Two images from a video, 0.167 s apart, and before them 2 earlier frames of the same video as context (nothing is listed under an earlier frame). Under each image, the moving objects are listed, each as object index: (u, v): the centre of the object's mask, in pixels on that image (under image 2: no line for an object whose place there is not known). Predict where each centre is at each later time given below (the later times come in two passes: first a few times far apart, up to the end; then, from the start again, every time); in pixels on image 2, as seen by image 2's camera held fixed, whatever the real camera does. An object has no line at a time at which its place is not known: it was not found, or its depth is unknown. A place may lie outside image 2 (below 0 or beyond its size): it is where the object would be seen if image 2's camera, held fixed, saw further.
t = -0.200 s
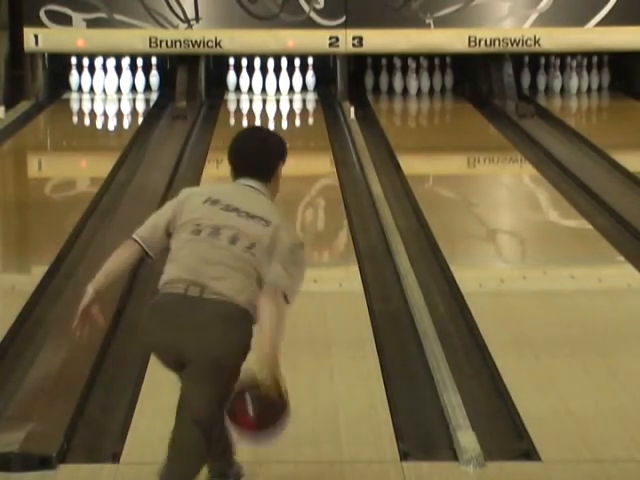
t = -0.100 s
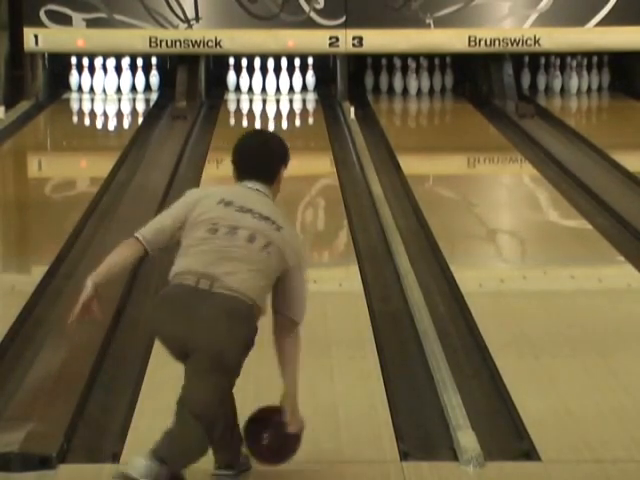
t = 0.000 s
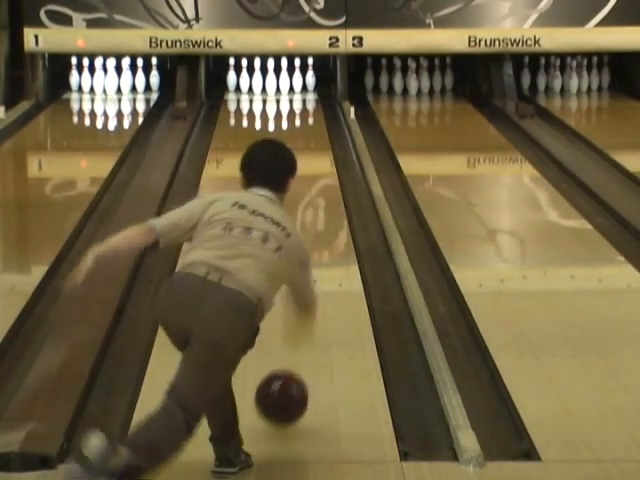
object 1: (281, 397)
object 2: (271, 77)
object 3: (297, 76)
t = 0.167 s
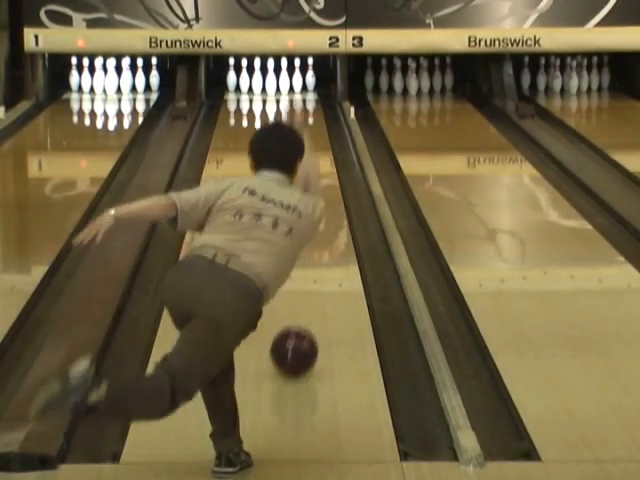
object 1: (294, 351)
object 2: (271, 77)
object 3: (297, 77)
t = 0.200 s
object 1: (296, 341)
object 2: (271, 77)
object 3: (297, 74)
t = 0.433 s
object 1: (308, 283)
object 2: (271, 77)
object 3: (297, 76)
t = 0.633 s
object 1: (317, 250)
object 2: (271, 77)
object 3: (297, 77)
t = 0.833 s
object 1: (332, 215)
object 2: (271, 77)
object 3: (297, 77)
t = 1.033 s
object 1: (326, 192)
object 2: (271, 73)
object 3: (297, 76)
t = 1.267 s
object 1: (326, 167)
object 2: (271, 78)
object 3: (297, 77)
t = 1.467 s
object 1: (326, 150)
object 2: (271, 78)
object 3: (297, 77)
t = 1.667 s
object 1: (322, 136)
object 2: (271, 78)
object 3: (297, 77)
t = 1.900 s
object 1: (318, 121)
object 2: (271, 78)
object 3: (297, 77)
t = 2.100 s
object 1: (310, 110)
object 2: (271, 78)
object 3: (297, 77)
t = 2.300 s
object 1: (298, 102)
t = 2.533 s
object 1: (286, 94)
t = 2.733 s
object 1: (278, 88)
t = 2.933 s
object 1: (278, 83)
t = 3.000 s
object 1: (278, 83)
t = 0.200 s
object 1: (296, 341)
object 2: (271, 77)
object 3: (297, 74)
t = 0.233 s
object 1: (298, 332)
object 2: (271, 77)
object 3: (297, 69)
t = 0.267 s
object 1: (300, 323)
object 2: (271, 77)
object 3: (295, 70)
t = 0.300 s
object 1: (302, 315)
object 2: (271, 77)
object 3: (296, 75)
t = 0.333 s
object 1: (303, 307)
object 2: (271, 77)
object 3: (296, 76)
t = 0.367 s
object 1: (305, 299)
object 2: (271, 77)
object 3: (297, 76)
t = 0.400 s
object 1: (307, 291)
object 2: (271, 77)
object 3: (297, 76)
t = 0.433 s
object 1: (308, 283)
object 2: (271, 77)
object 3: (297, 76)
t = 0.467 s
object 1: (310, 276)
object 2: (271, 77)
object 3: (297, 76)
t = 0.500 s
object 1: (311, 270)
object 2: (271, 77)
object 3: (297, 77)
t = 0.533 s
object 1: (313, 264)
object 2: (271, 77)
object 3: (297, 77)
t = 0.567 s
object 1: (314, 258)
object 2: (271, 77)
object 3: (297, 77)
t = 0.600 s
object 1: (316, 253)
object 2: (271, 77)
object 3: (297, 77)
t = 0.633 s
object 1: (317, 250)
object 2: (271, 77)
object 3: (297, 77)
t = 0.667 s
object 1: (317, 248)
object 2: (271, 77)
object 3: (297, 77)
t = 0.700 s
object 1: (312, 248)
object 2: (271, 77)
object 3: (297, 77)
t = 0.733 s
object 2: (271, 77)
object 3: (297, 77)
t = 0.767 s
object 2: (271, 77)
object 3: (297, 77)
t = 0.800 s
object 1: (333, 221)
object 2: (271, 77)
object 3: (297, 77)
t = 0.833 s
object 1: (332, 215)
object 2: (271, 77)
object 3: (297, 77)
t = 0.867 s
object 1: (330, 210)
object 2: (271, 78)
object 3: (297, 77)
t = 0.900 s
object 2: (271, 77)
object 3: (297, 76)
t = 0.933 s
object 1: (327, 203)
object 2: (271, 76)
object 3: (297, 77)
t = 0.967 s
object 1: (327, 199)
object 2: (271, 76)
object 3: (297, 76)
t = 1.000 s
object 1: (326, 195)
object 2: (271, 74)
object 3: (297, 77)
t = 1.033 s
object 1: (326, 192)
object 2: (271, 73)
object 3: (297, 76)
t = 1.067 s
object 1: (326, 187)
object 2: (271, 71)
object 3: (297, 76)
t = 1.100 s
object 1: (326, 185)
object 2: (271, 70)
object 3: (297, 77)
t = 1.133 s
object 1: (326, 181)
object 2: (271, 70)
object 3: (297, 77)
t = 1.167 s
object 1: (327, 177)
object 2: (271, 70)
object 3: (297, 77)
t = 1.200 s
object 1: (327, 174)
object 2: (271, 72)
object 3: (297, 77)
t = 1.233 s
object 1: (327, 170)
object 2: (271, 76)
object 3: (297, 77)
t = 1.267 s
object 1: (326, 167)
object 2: (271, 78)
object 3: (297, 77)
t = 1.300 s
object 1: (327, 164)
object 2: (271, 78)
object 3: (297, 77)
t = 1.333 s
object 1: (327, 161)
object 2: (271, 78)
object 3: (297, 77)
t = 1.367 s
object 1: (326, 158)
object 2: (271, 78)
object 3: (297, 77)
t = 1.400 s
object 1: (326, 155)
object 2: (271, 78)
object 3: (297, 77)
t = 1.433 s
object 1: (326, 152)
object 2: (271, 78)
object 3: (297, 77)
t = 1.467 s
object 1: (326, 150)
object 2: (271, 78)
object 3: (297, 77)
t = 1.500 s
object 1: (325, 147)
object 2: (271, 78)
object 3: (297, 77)
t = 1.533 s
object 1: (325, 145)
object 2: (271, 78)
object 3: (297, 77)
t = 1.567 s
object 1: (324, 143)
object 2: (271, 78)
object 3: (297, 77)
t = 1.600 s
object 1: (324, 141)
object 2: (271, 78)
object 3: (297, 77)
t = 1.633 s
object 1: (323, 138)
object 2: (271, 78)
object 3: (297, 77)
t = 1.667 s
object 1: (322, 136)
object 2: (271, 78)
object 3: (297, 77)
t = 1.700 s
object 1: (322, 134)
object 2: (271, 78)
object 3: (297, 77)
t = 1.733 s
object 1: (322, 133)
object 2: (271, 78)
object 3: (297, 77)
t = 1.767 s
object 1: (321, 130)
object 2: (271, 78)
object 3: (297, 77)
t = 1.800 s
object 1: (321, 127)
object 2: (271, 78)
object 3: (297, 77)
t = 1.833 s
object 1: (320, 125)
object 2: (271, 78)
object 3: (297, 77)
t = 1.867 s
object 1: (319, 123)
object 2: (271, 78)
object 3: (297, 77)
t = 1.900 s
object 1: (318, 121)
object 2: (271, 78)
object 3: (297, 77)
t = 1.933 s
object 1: (317, 119)
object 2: (271, 78)
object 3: (297, 77)
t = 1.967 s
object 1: (316, 117)
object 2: (271, 78)
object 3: (297, 77)
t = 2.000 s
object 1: (315, 115)
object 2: (271, 78)
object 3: (297, 77)
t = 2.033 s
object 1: (313, 113)
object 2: (271, 78)
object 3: (297, 77)
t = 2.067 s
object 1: (312, 112)
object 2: (271, 78)
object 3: (297, 77)
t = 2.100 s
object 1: (310, 110)
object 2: (271, 78)
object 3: (297, 77)
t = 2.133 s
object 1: (309, 109)
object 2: (271, 78)
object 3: (297, 77)
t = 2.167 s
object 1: (306, 107)
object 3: (297, 76)
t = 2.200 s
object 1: (305, 106)
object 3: (297, 76)
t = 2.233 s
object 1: (303, 105)
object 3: (297, 77)
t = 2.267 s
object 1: (301, 104)
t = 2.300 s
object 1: (298, 102)
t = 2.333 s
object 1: (297, 101)
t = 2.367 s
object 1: (295, 99)
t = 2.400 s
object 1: (293, 98)
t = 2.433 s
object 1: (291, 97)
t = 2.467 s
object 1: (289, 95)
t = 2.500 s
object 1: (287, 95)
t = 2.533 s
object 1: (286, 94)
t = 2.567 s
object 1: (285, 93)
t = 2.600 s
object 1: (283, 91)
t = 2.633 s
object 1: (282, 90)
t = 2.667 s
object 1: (280, 89)
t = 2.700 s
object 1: (278, 88)
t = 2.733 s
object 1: (278, 88)
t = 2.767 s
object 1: (278, 87)
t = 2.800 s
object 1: (278, 86)
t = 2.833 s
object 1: (277, 87)
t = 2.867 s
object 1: (277, 85)
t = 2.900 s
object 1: (277, 84)
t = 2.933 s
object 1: (278, 83)
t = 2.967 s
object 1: (278, 83)
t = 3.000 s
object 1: (278, 83)
